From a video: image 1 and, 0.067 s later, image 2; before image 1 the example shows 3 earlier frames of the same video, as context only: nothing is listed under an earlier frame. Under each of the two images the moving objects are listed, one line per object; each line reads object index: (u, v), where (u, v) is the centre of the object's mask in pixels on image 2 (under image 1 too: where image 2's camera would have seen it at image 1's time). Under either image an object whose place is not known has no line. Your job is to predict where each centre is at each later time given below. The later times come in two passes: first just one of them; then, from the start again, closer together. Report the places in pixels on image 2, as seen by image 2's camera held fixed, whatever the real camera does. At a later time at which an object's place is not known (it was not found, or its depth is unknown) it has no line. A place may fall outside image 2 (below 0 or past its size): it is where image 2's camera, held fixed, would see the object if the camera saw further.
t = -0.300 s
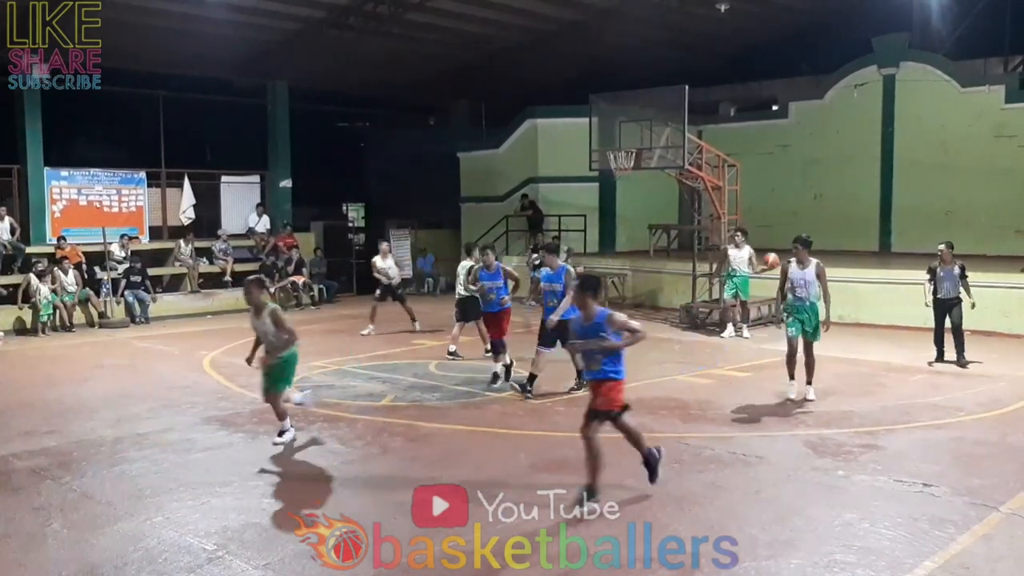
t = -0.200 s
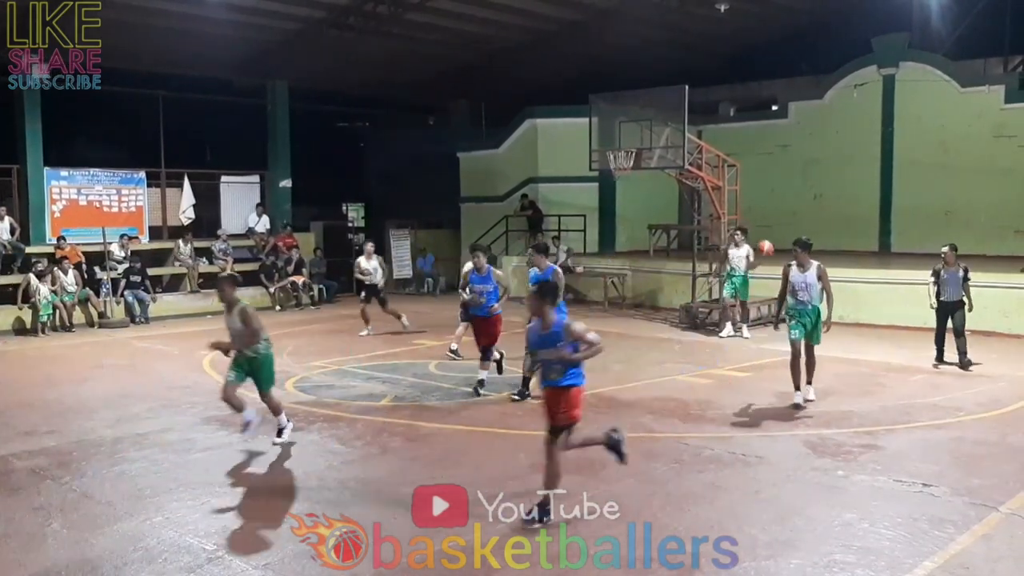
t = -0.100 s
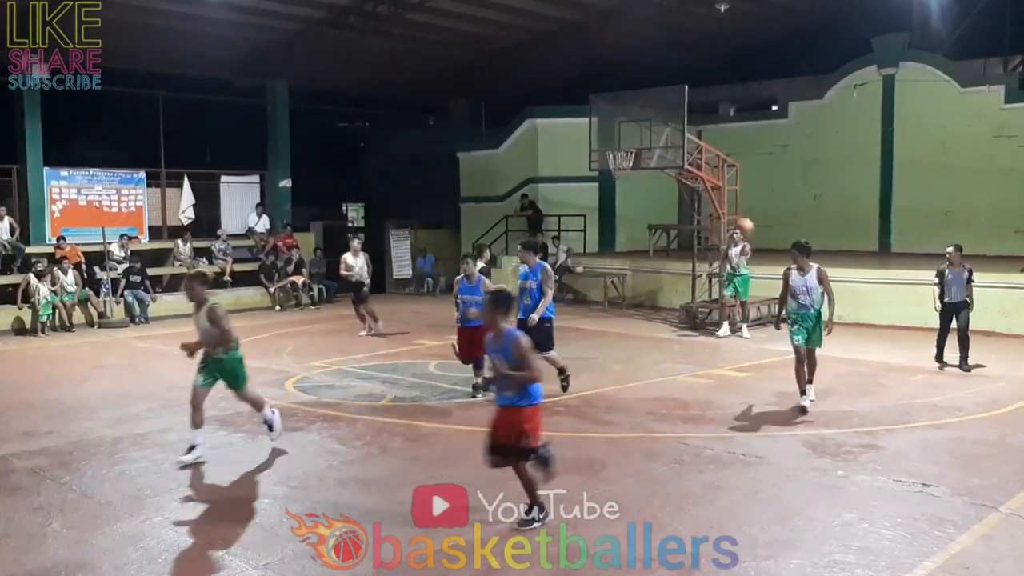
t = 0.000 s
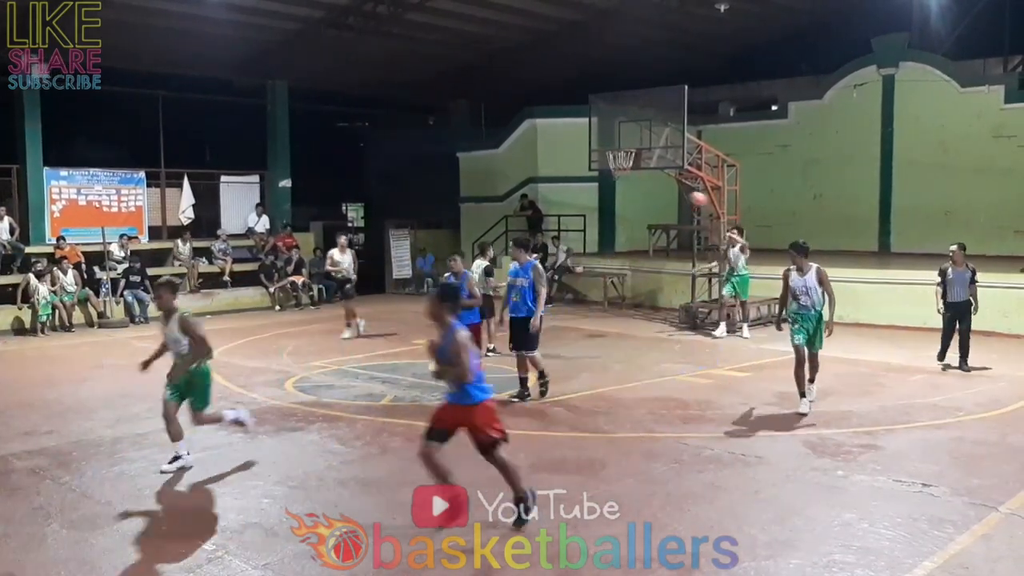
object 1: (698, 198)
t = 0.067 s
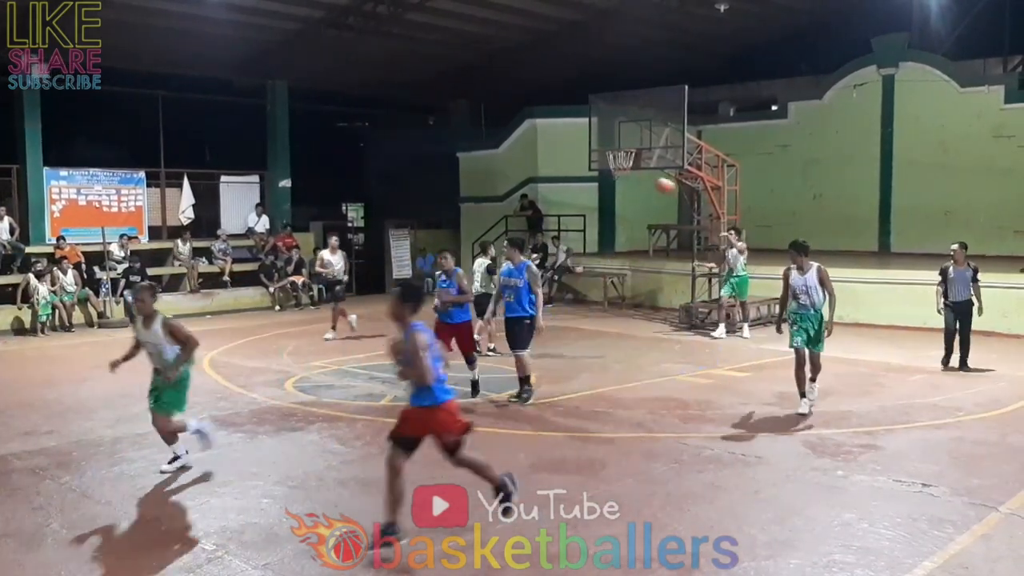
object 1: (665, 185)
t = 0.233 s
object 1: (581, 161)
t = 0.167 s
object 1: (616, 171)
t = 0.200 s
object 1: (599, 165)
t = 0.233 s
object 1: (581, 161)
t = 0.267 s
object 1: (563, 159)
